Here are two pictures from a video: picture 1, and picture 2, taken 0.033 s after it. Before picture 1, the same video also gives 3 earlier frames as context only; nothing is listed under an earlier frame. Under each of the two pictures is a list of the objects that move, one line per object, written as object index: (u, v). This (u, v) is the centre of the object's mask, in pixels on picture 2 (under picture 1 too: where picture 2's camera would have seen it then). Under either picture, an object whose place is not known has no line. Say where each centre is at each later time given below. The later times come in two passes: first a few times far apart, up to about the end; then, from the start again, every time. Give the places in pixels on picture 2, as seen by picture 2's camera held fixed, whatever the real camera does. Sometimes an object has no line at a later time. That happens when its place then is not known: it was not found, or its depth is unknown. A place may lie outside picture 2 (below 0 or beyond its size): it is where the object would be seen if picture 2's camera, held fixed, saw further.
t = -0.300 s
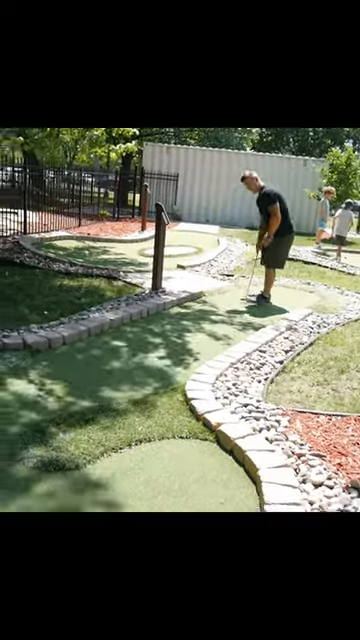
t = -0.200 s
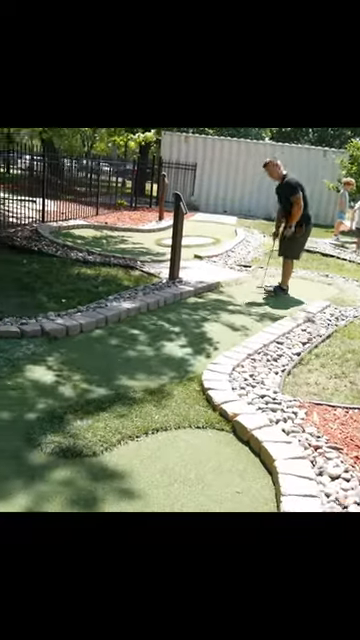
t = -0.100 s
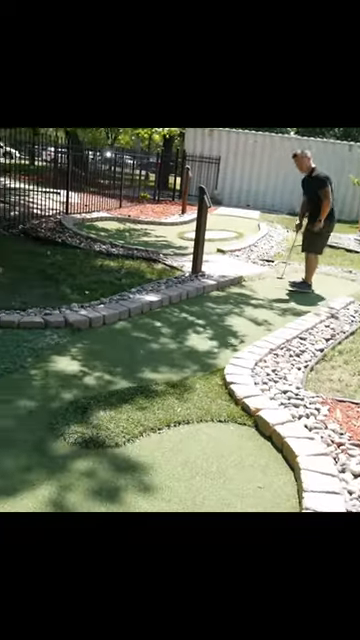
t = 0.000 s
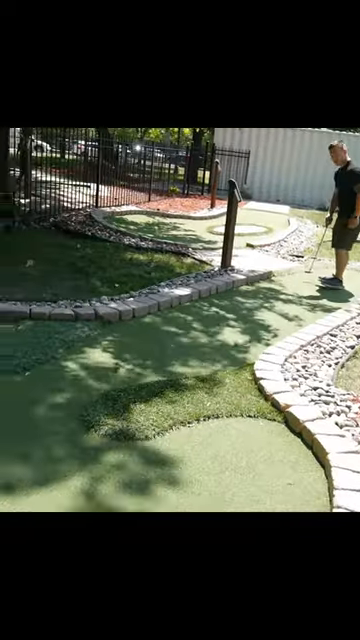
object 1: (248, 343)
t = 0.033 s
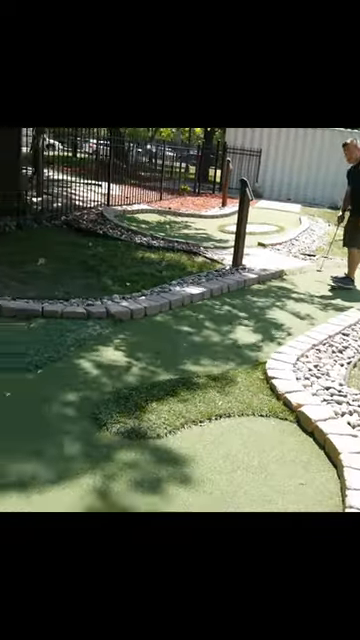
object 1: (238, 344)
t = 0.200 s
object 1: (191, 352)
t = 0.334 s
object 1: (150, 358)
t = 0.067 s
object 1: (230, 345)
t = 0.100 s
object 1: (220, 347)
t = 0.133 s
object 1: (211, 349)
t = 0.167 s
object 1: (201, 350)
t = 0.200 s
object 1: (191, 352)
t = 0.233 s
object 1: (182, 353)
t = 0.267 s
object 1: (171, 355)
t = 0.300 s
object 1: (161, 356)
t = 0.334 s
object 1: (150, 358)
